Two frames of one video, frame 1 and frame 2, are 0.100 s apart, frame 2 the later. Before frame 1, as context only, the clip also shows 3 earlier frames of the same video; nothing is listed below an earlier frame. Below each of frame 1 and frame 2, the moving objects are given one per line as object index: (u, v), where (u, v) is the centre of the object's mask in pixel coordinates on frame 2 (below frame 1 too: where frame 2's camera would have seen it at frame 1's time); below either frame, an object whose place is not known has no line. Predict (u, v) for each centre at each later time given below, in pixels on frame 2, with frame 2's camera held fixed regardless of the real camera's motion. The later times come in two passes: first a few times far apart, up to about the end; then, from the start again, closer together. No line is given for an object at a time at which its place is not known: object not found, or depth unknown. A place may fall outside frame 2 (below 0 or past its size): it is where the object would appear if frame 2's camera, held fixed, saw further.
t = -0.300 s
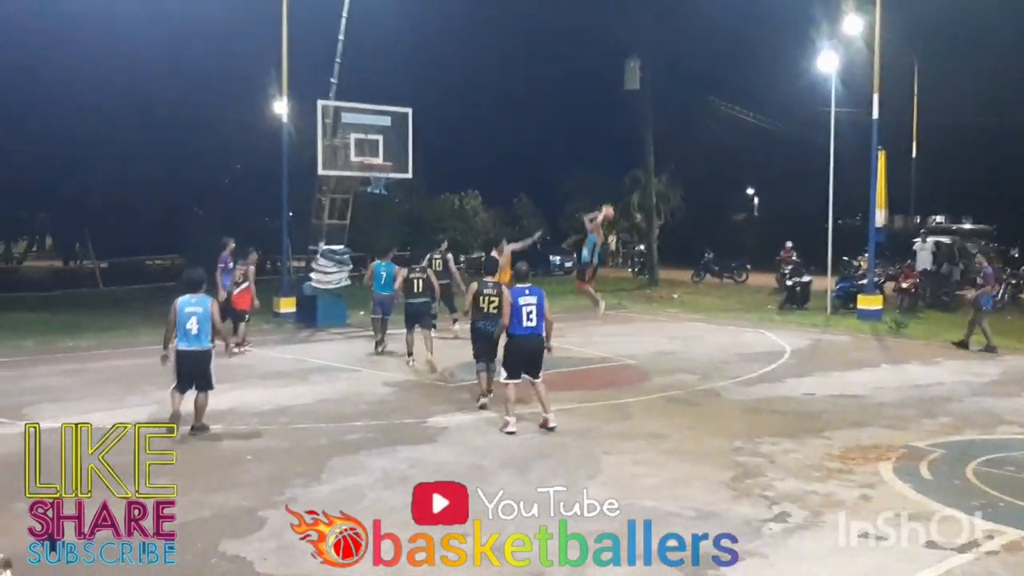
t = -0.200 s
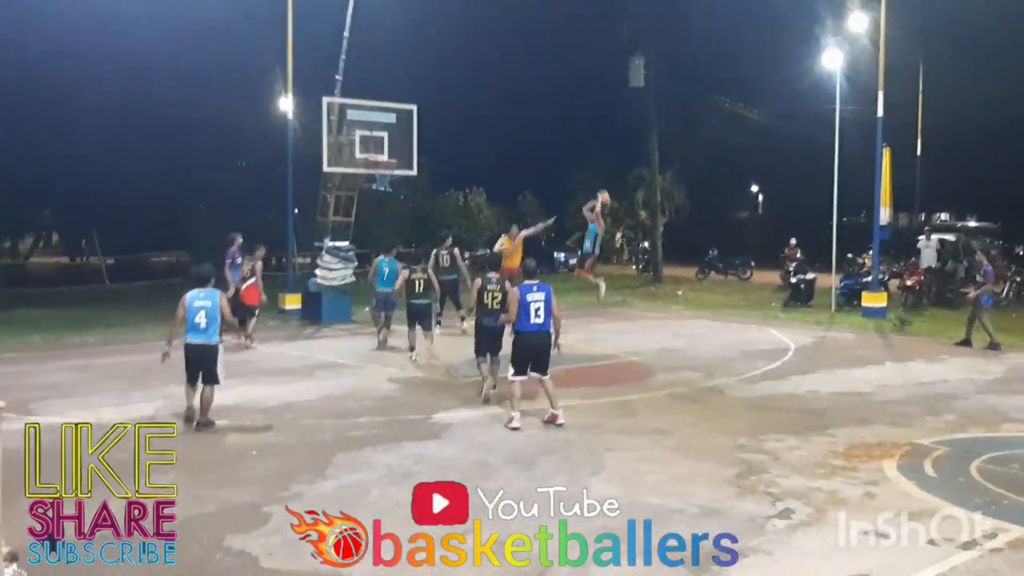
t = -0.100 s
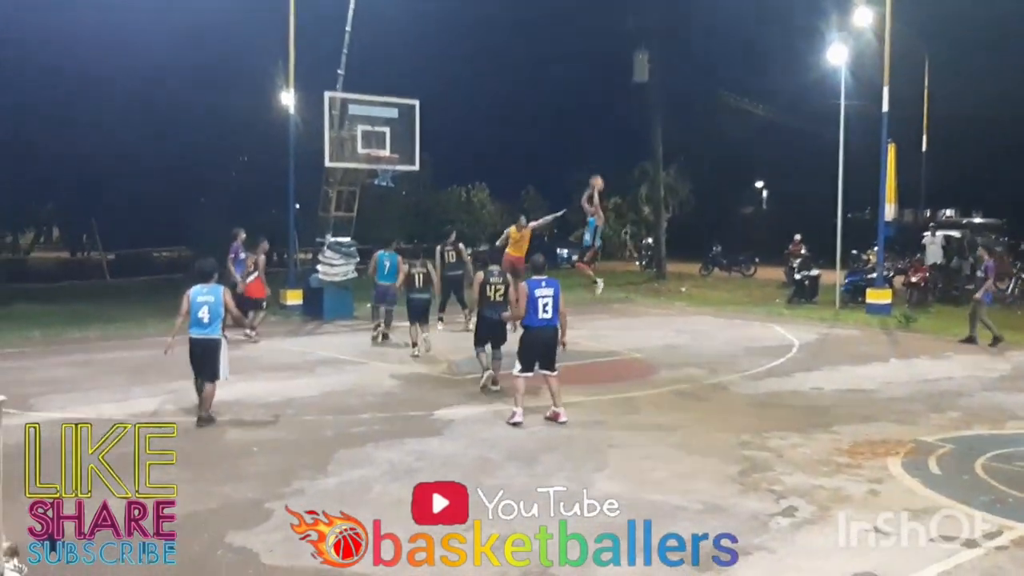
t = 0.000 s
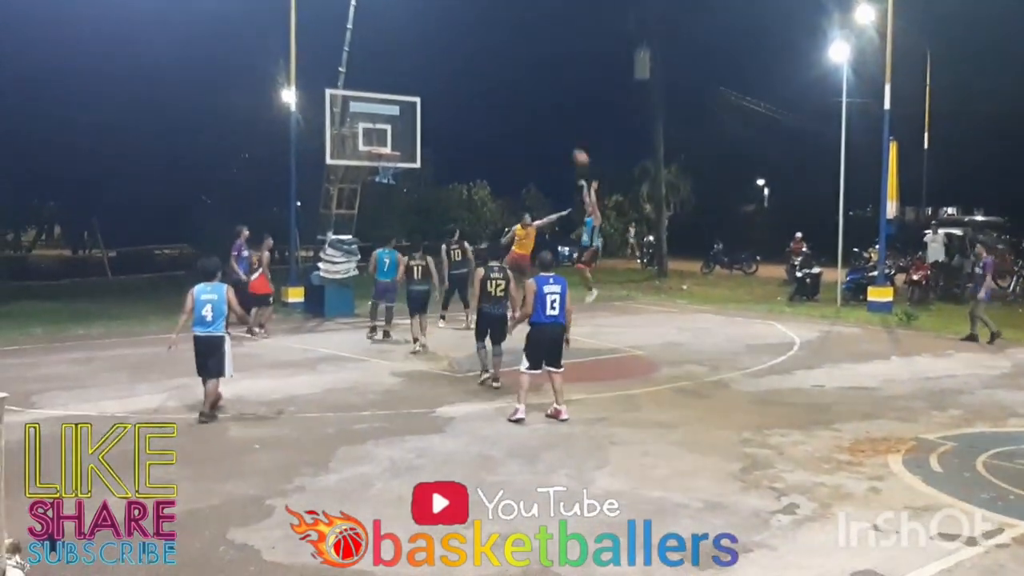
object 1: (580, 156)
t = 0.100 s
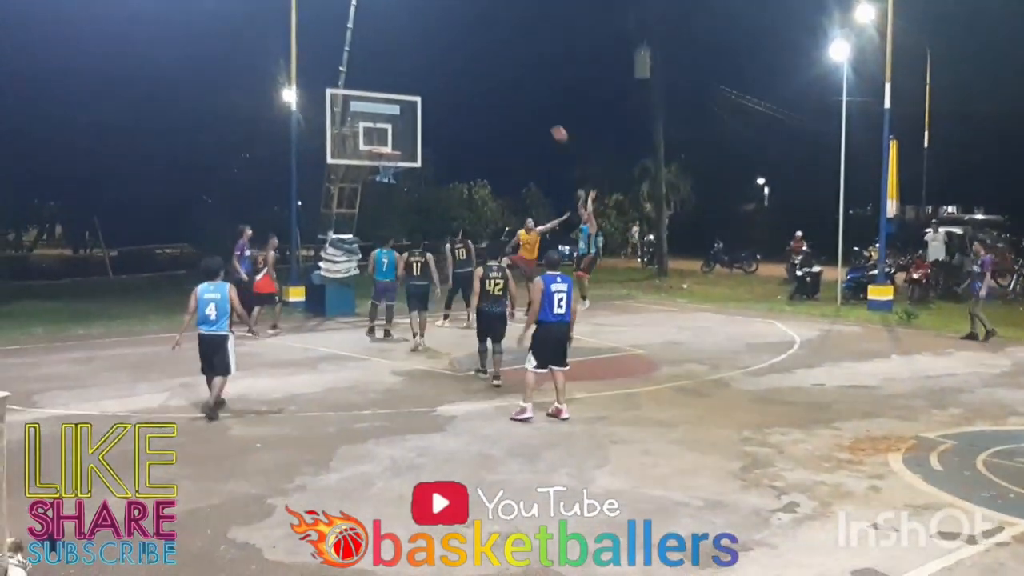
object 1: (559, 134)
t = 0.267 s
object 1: (522, 107)
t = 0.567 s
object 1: (459, 100)
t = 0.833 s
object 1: (402, 135)
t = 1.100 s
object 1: (374, 166)
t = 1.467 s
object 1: (373, 230)
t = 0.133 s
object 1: (552, 127)
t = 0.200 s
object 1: (538, 115)
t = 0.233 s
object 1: (530, 111)
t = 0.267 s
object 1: (522, 107)
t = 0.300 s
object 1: (515, 104)
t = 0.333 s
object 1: (508, 101)
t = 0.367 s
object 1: (501, 99)
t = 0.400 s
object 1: (494, 97)
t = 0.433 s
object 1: (487, 97)
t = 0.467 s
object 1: (480, 96)
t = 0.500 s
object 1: (473, 97)
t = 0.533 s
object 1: (466, 98)
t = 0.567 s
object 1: (459, 100)
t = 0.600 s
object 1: (452, 102)
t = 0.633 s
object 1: (444, 106)
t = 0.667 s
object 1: (437, 109)
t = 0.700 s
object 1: (430, 113)
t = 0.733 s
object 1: (423, 118)
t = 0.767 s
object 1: (416, 123)
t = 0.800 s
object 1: (409, 128)
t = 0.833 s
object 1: (402, 135)
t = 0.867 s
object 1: (395, 143)
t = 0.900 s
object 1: (388, 147)
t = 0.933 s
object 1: (382, 154)
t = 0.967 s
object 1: (378, 159)
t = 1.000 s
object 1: (375, 160)
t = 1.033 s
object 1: (374, 162)
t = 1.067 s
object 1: (374, 166)
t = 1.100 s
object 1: (374, 166)
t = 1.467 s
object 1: (373, 230)
